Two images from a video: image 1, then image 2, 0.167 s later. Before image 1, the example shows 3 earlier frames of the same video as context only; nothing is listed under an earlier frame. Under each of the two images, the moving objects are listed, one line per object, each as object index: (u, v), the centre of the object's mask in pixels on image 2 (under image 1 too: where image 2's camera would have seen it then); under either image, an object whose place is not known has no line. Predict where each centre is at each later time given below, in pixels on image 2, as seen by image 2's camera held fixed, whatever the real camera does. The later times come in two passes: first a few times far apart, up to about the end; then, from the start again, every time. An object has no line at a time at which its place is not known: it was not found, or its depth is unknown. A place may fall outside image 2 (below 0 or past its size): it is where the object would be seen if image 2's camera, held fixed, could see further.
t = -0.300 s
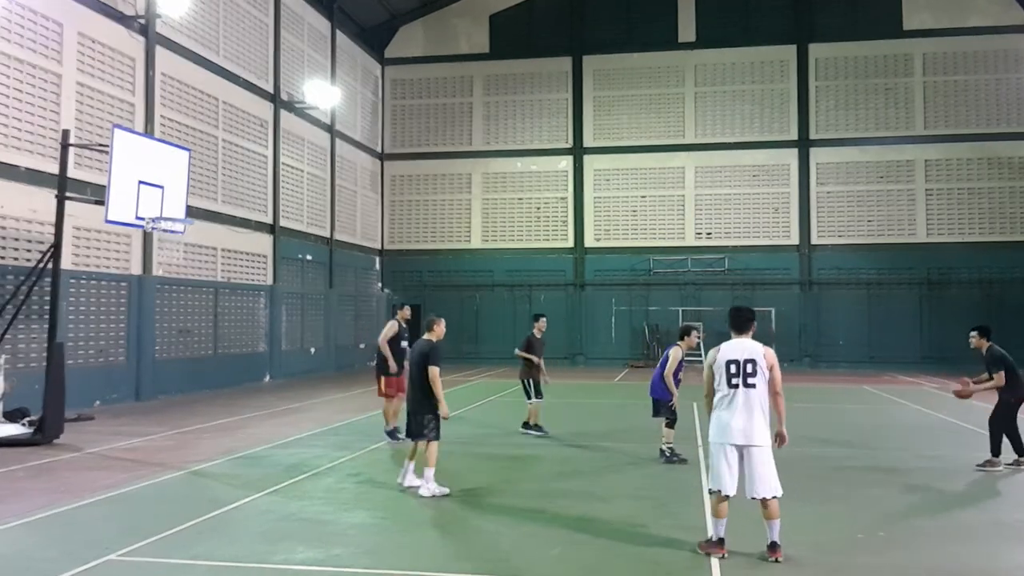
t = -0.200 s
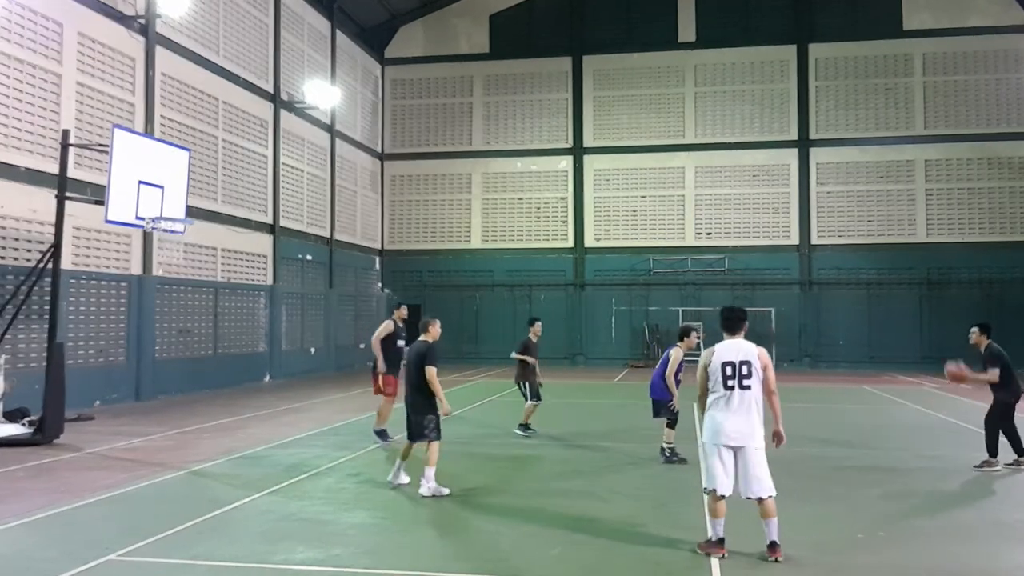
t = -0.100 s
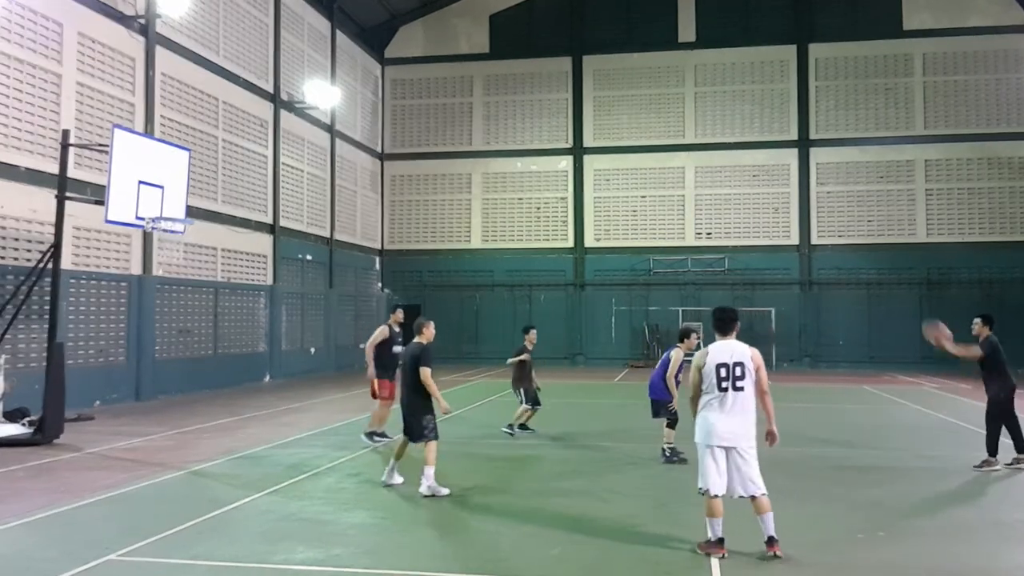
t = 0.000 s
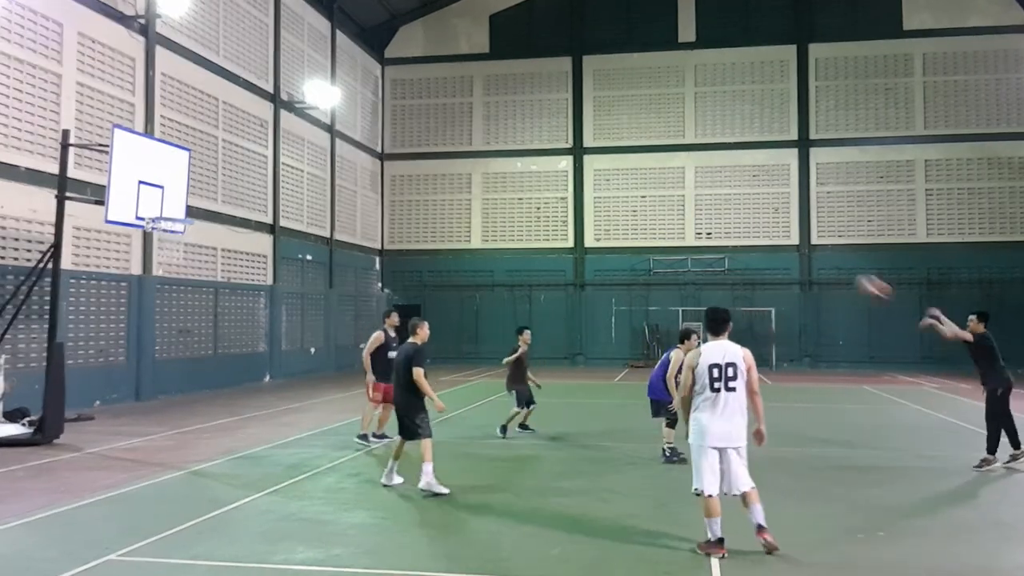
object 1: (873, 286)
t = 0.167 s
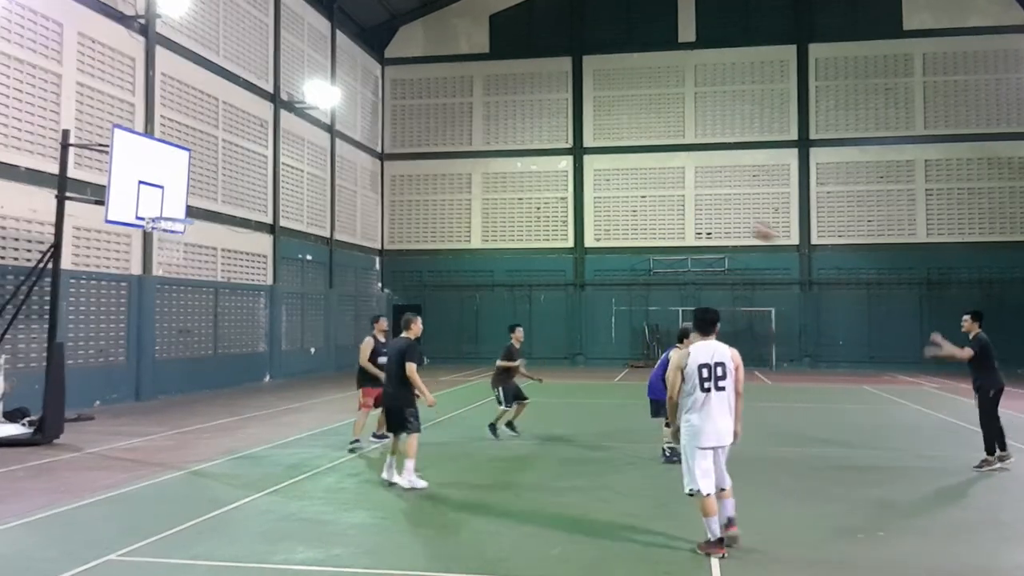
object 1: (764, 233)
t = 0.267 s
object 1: (700, 209)
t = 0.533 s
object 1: (540, 192)
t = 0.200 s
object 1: (742, 224)
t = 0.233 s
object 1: (722, 216)
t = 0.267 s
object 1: (700, 209)
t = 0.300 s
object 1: (679, 203)
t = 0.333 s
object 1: (659, 199)
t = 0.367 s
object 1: (640, 196)
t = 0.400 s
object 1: (620, 193)
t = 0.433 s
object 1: (598, 190)
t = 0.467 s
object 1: (579, 190)
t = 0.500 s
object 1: (561, 188)
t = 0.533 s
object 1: (540, 192)
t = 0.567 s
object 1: (521, 195)
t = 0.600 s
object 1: (503, 198)
